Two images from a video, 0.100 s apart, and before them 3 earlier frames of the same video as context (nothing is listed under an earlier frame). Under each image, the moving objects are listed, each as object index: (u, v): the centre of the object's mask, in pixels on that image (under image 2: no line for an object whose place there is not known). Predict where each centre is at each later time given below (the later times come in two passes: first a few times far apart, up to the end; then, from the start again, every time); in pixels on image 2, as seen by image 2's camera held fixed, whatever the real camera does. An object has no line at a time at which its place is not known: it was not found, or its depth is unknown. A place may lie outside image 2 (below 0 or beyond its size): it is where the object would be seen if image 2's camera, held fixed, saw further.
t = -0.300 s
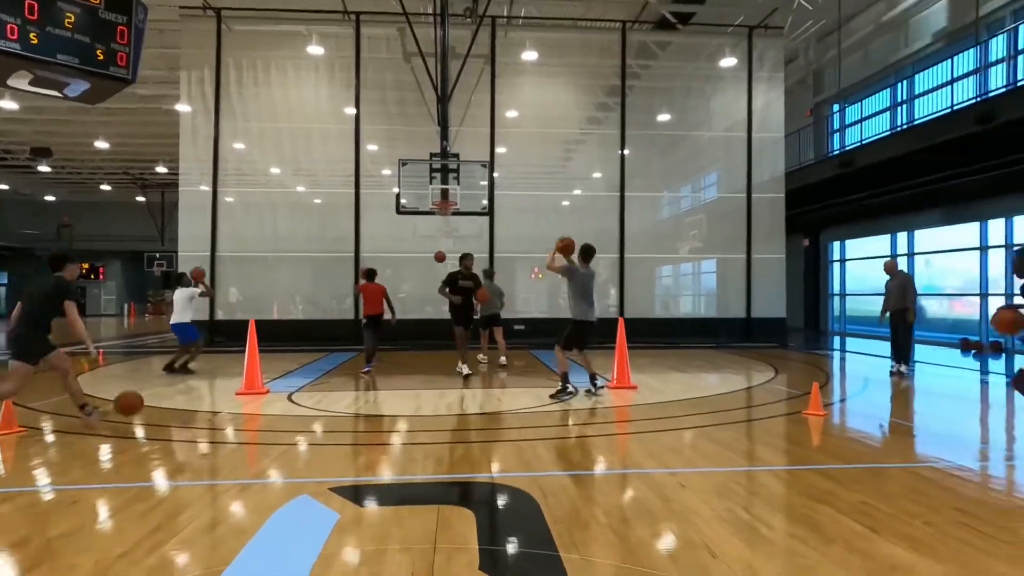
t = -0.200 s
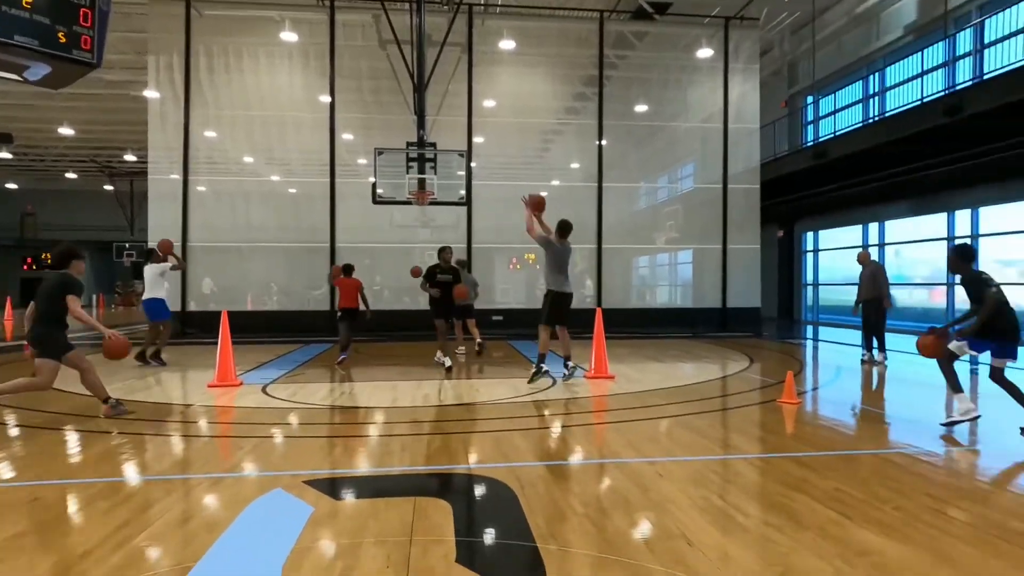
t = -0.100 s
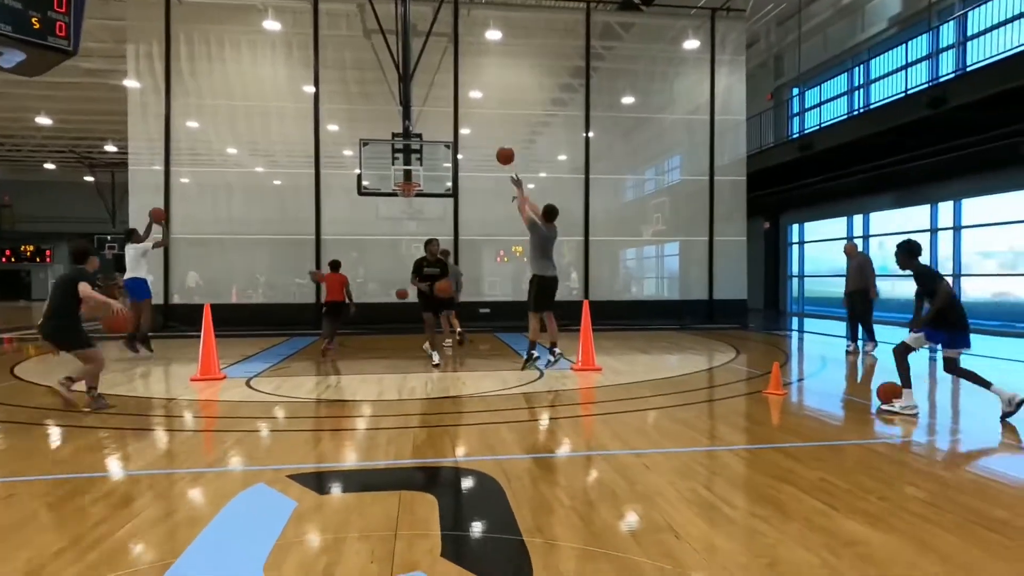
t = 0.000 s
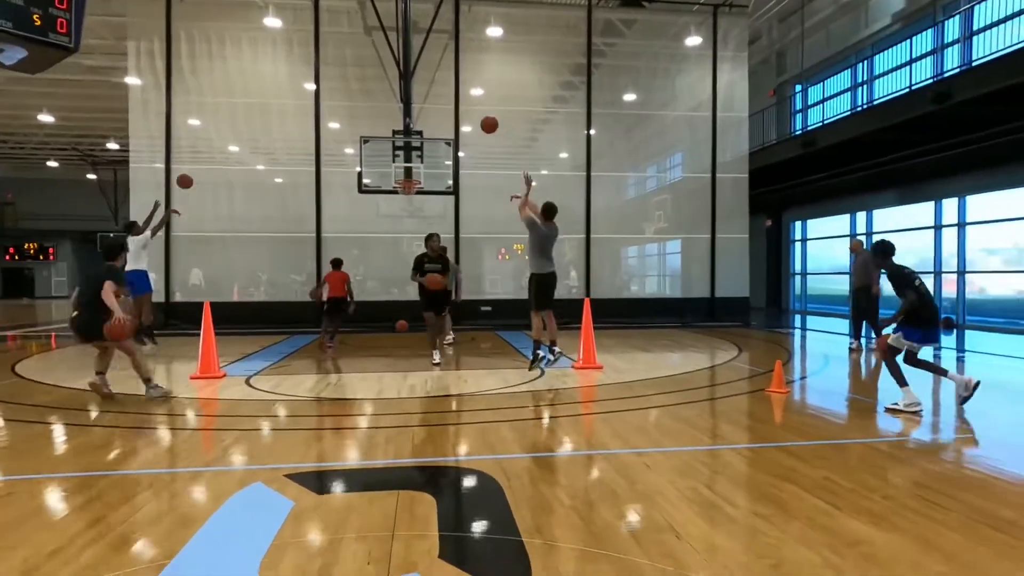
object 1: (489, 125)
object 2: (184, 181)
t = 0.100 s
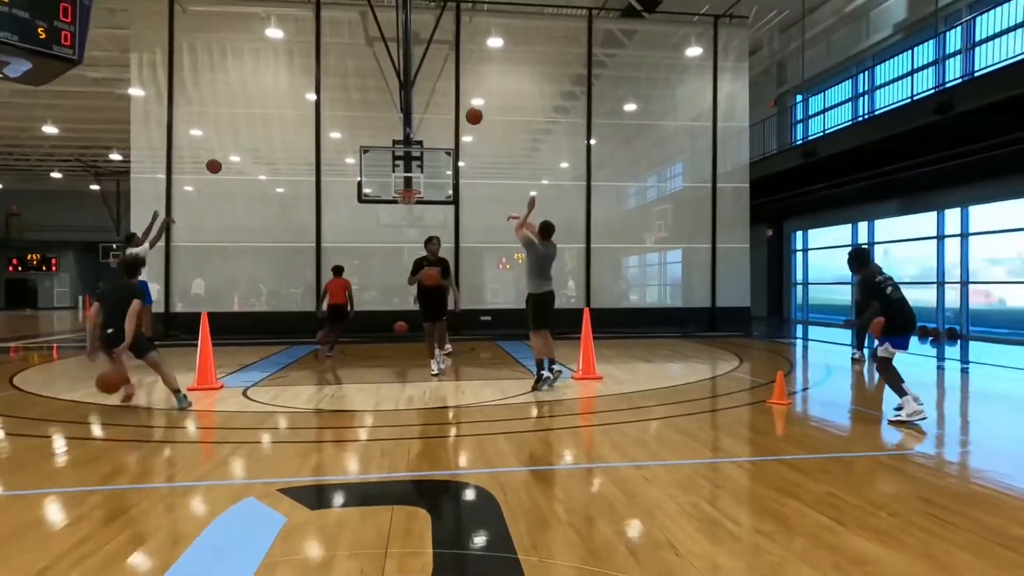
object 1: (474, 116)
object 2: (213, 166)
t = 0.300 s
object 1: (447, 104)
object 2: (267, 137)
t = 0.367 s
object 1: (438, 105)
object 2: (284, 133)
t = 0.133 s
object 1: (469, 112)
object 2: (223, 159)
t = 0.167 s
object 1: (464, 109)
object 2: (232, 153)
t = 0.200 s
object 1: (460, 106)
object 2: (241, 148)
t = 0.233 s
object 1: (455, 104)
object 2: (250, 144)
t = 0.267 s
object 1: (451, 103)
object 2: (258, 140)
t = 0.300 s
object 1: (447, 104)
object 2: (267, 137)
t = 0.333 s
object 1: (443, 104)
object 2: (275, 134)
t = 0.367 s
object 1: (438, 105)
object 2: (284, 133)
